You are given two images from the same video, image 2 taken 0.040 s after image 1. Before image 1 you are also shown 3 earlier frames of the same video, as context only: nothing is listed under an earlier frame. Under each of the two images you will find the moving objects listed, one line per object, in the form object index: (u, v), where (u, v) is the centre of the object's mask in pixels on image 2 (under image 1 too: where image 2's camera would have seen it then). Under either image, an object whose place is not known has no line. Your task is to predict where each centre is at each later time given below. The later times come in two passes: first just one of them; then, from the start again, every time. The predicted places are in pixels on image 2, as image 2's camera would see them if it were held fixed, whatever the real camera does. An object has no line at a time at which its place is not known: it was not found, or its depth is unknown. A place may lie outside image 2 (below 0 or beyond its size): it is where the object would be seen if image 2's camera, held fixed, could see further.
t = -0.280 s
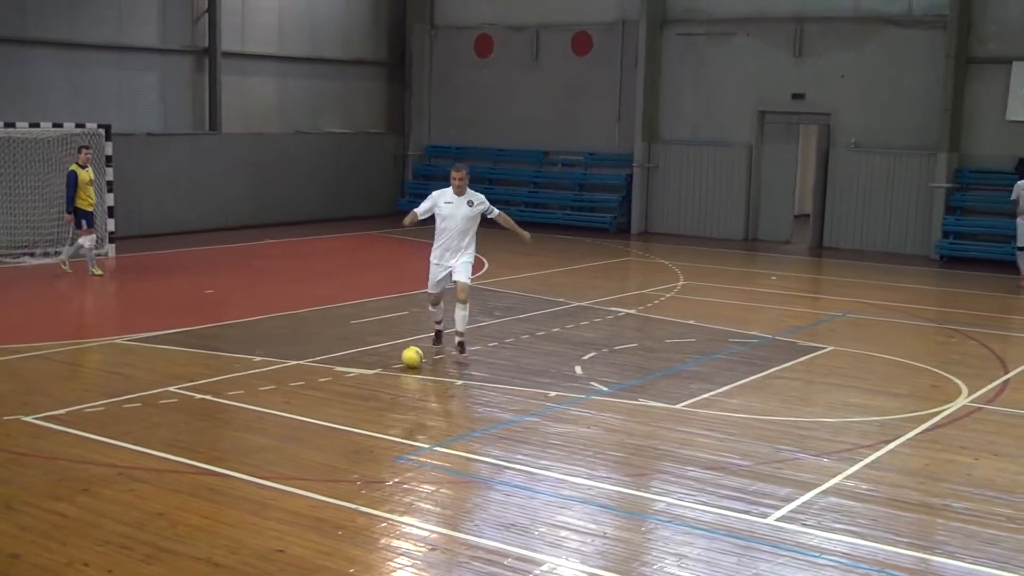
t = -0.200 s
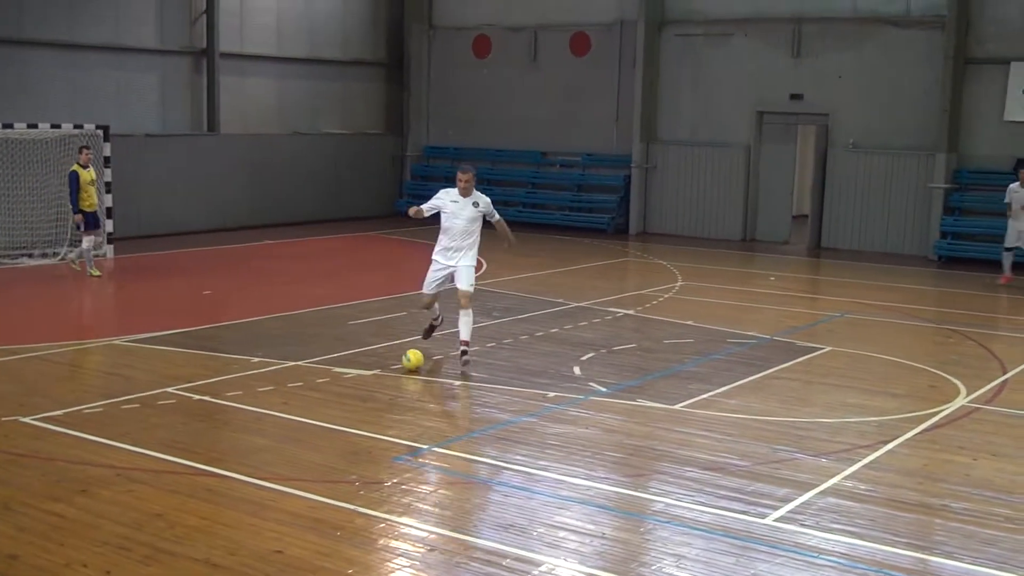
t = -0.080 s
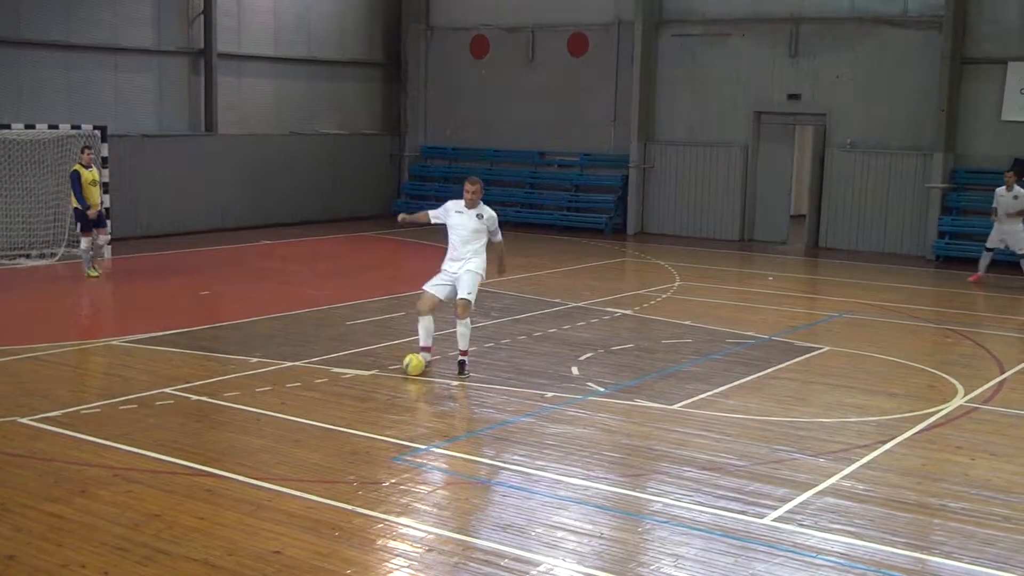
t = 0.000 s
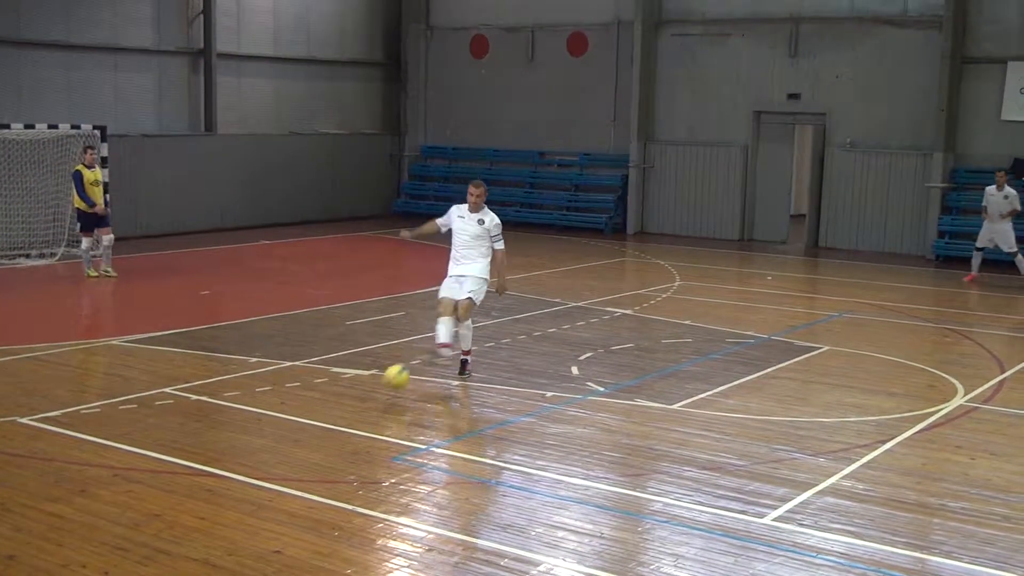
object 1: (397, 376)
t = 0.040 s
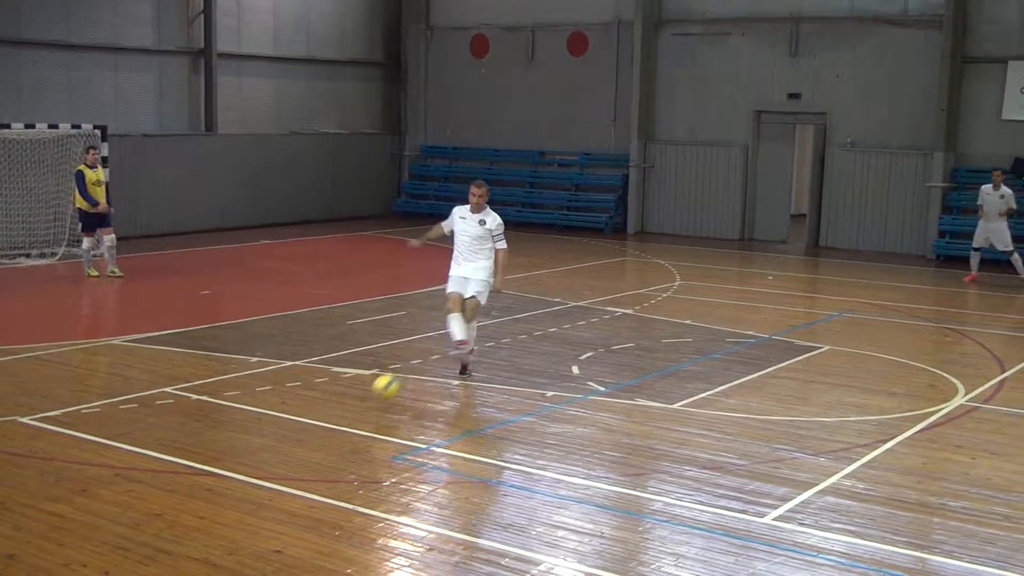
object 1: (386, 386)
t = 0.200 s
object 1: (325, 471)
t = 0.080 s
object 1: (374, 400)
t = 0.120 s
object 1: (360, 418)
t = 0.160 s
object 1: (343, 442)
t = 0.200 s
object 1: (325, 471)
